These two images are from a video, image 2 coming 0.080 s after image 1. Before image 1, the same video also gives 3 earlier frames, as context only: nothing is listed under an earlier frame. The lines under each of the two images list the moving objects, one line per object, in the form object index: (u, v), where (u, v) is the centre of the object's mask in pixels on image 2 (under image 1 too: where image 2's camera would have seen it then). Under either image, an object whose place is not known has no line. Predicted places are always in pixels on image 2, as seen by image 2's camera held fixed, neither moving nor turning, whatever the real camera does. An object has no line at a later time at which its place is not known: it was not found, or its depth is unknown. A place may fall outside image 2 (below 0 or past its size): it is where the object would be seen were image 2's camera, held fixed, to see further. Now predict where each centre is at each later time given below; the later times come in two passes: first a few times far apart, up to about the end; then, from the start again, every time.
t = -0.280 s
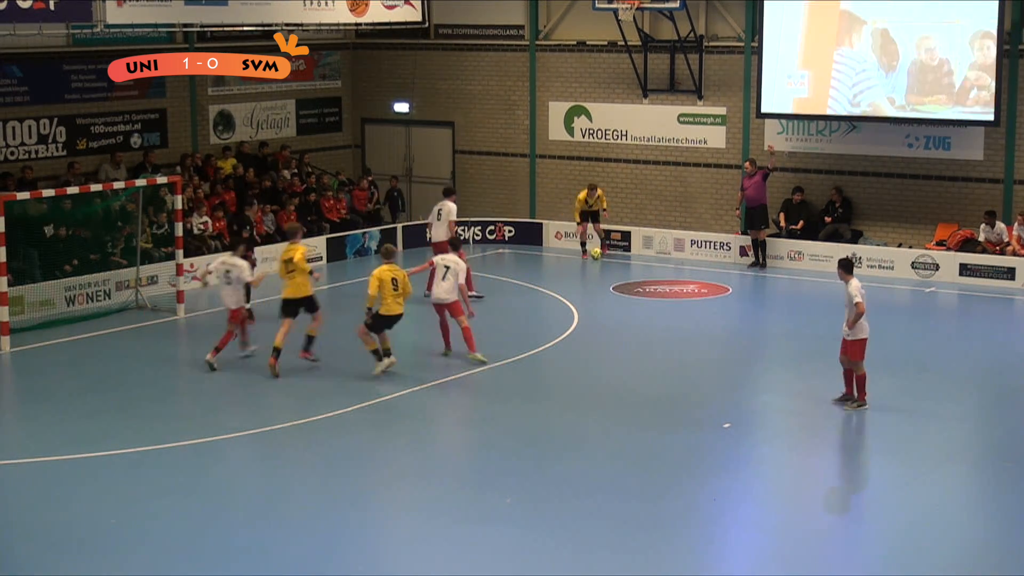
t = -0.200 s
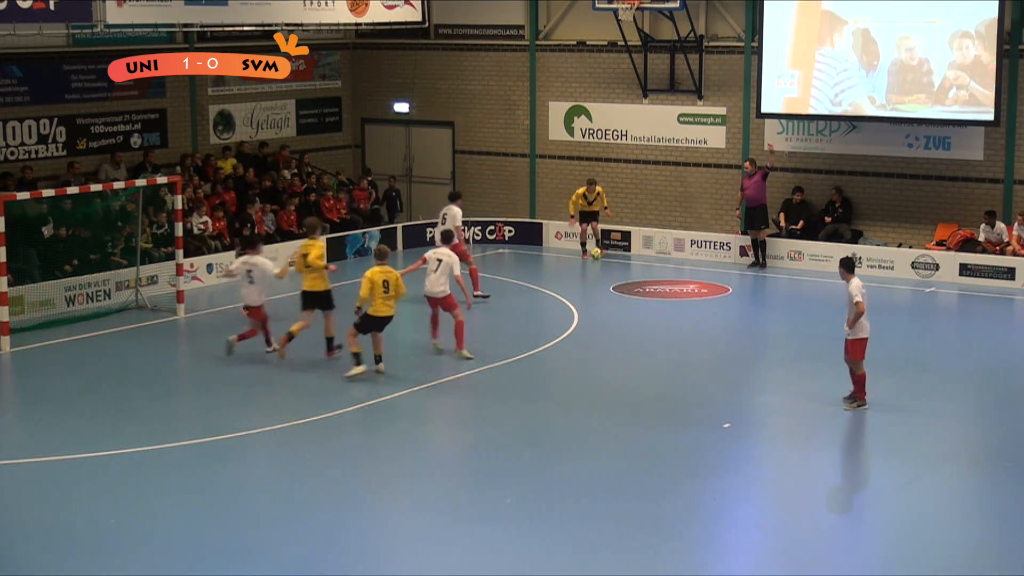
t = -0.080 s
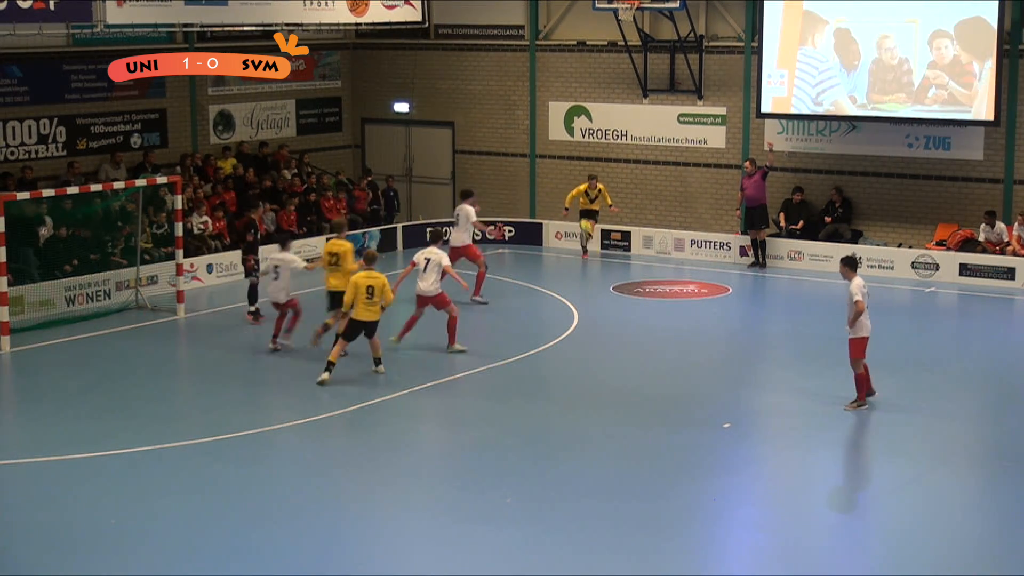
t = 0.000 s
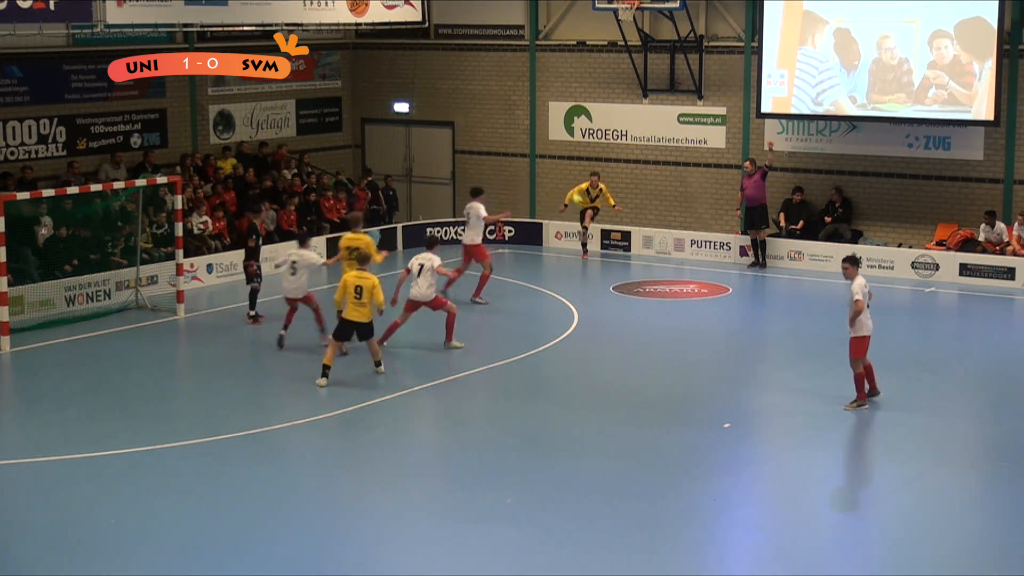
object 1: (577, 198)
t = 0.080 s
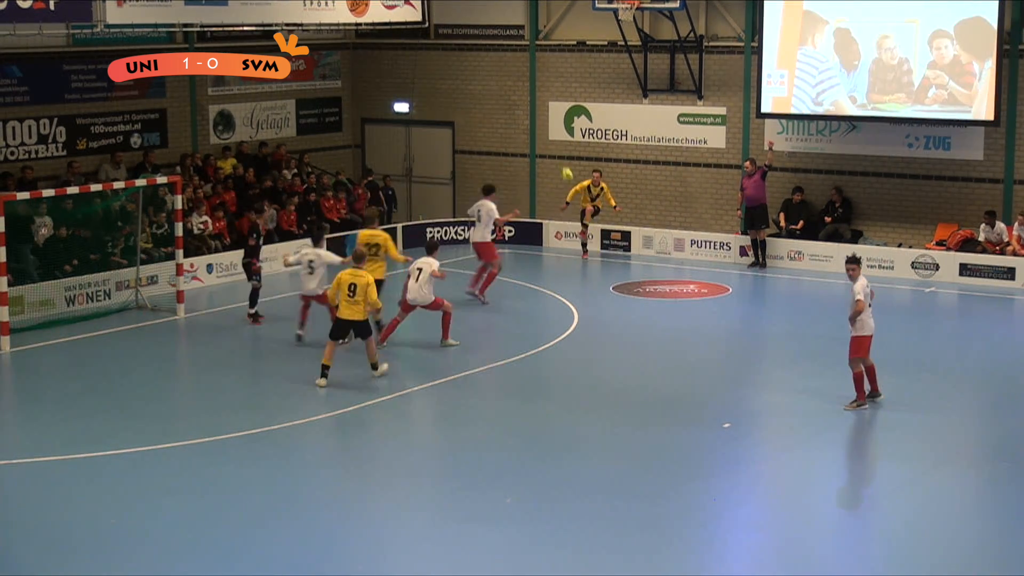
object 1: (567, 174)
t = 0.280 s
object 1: (543, 127)
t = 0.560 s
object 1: (506, 97)
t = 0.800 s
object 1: (474, 112)
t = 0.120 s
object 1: (562, 162)
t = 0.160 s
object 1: (558, 153)
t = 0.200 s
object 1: (553, 144)
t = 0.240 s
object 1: (548, 134)
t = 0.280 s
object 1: (543, 127)
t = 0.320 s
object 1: (538, 120)
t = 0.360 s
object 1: (534, 114)
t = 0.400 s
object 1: (529, 109)
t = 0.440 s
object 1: (523, 104)
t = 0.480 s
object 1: (518, 102)
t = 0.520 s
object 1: (512, 99)
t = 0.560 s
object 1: (506, 97)
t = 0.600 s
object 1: (501, 98)
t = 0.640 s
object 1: (495, 98)
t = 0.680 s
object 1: (489, 100)
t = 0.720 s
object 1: (484, 104)
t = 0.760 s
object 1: (479, 108)
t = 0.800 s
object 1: (474, 112)
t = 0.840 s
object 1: (469, 118)
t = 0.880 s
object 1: (463, 125)
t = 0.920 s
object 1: (458, 134)
